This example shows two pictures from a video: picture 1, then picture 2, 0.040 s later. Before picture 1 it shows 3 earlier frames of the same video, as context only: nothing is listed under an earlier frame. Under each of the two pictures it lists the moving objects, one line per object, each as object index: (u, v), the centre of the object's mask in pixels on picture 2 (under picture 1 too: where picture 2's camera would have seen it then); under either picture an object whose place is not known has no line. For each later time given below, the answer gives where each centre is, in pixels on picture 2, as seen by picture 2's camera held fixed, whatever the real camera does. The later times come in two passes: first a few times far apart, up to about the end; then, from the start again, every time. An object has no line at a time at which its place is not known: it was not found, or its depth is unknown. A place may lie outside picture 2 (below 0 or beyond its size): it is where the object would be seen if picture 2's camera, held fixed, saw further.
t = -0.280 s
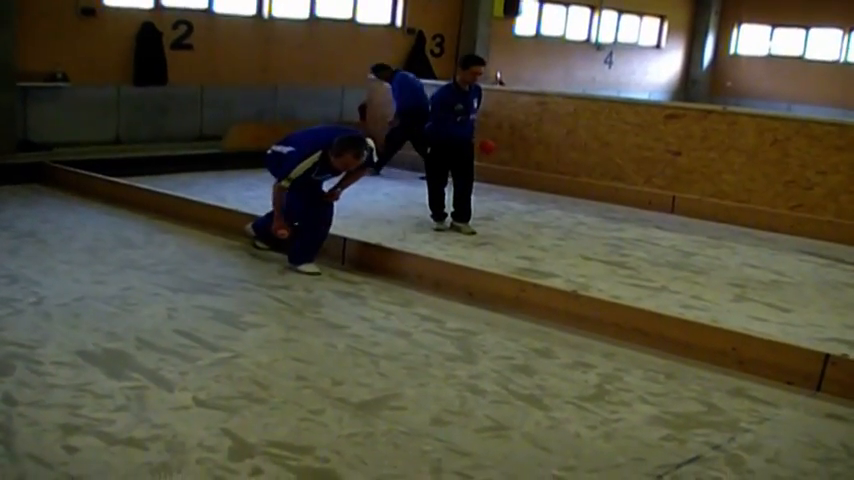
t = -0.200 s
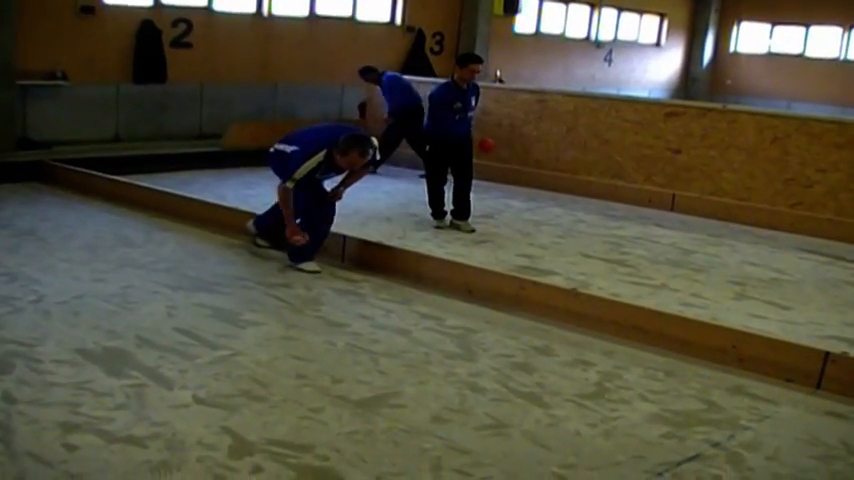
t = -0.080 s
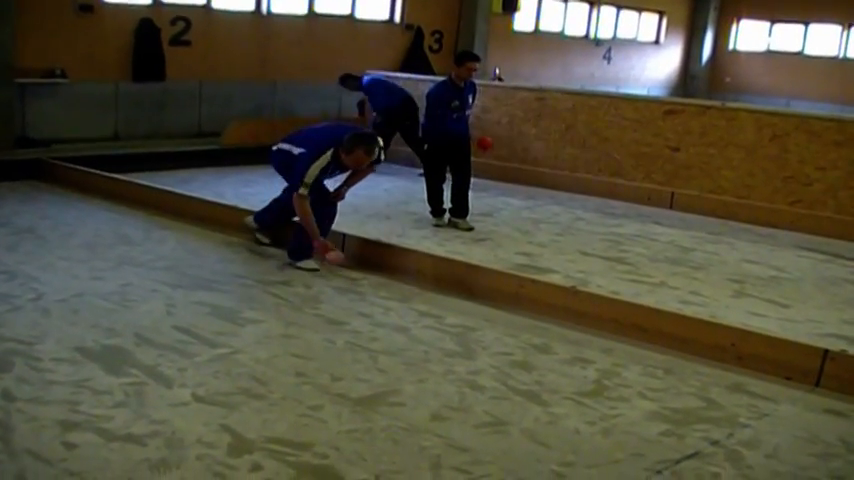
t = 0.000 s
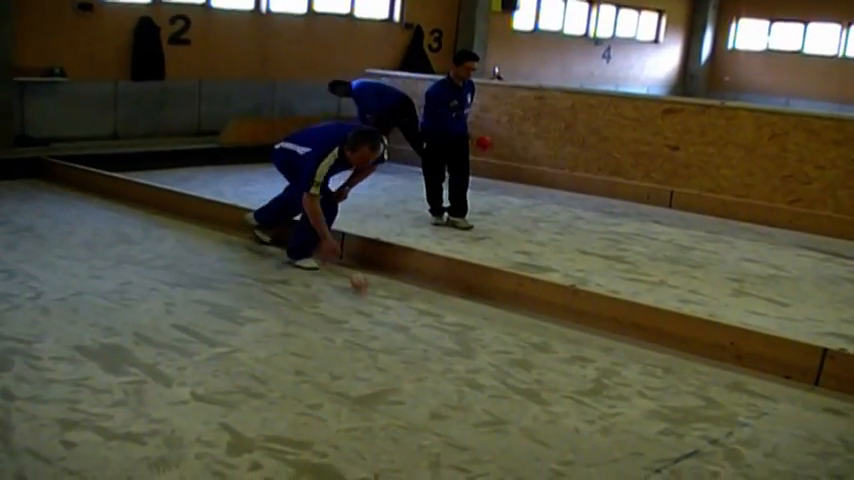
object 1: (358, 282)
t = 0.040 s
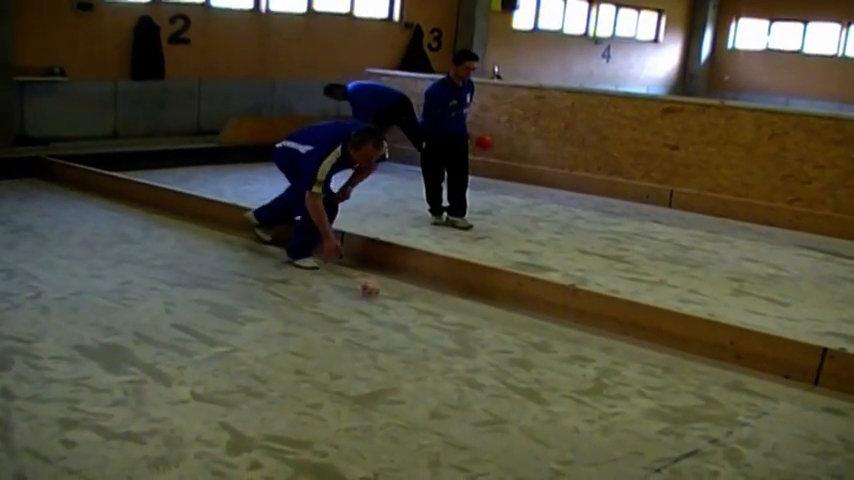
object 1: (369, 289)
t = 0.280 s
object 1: (434, 314)
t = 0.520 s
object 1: (510, 341)
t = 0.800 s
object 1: (611, 377)
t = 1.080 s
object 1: (731, 420)
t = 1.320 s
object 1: (847, 459)
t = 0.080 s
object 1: (378, 291)
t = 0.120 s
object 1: (390, 294)
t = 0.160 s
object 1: (400, 298)
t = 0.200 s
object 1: (410, 306)
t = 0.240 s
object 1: (423, 310)
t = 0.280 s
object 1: (434, 314)
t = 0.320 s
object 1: (446, 319)
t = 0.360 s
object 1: (458, 323)
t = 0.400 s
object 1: (470, 327)
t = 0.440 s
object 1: (484, 331)
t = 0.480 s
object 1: (496, 336)
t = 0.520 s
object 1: (510, 341)
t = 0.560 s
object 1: (522, 345)
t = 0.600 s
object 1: (537, 350)
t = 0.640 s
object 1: (550, 358)
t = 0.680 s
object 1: (565, 361)
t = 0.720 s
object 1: (581, 366)
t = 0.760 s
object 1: (596, 372)
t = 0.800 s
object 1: (611, 377)
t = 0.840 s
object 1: (625, 384)
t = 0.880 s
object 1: (645, 387)
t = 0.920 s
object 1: (657, 395)
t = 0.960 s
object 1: (676, 401)
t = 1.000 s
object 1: (693, 407)
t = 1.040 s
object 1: (713, 413)
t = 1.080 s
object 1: (731, 420)
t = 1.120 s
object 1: (748, 424)
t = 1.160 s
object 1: (766, 432)
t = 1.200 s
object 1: (787, 437)
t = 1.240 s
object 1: (806, 445)
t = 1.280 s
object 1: (827, 452)
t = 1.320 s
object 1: (847, 459)
